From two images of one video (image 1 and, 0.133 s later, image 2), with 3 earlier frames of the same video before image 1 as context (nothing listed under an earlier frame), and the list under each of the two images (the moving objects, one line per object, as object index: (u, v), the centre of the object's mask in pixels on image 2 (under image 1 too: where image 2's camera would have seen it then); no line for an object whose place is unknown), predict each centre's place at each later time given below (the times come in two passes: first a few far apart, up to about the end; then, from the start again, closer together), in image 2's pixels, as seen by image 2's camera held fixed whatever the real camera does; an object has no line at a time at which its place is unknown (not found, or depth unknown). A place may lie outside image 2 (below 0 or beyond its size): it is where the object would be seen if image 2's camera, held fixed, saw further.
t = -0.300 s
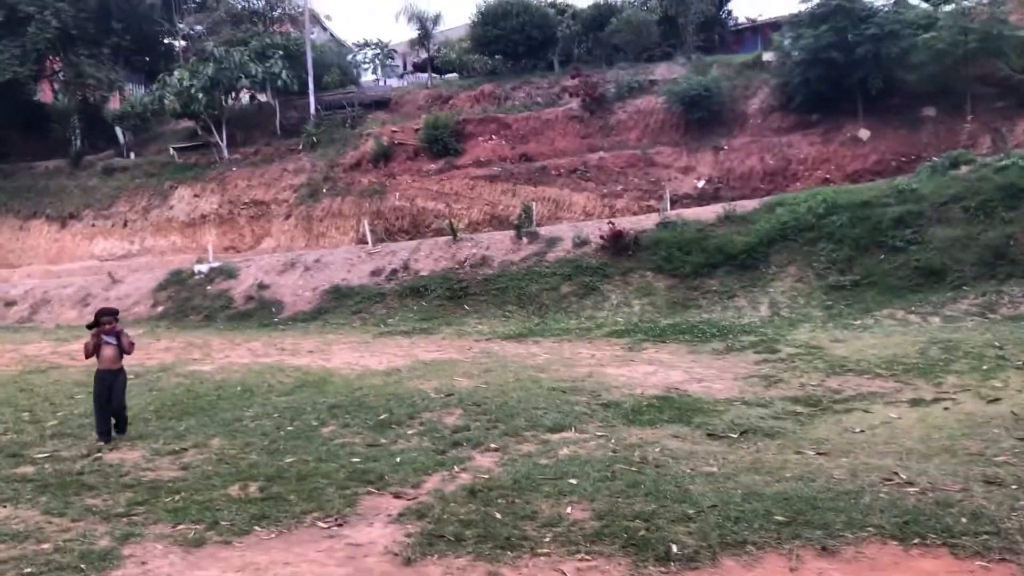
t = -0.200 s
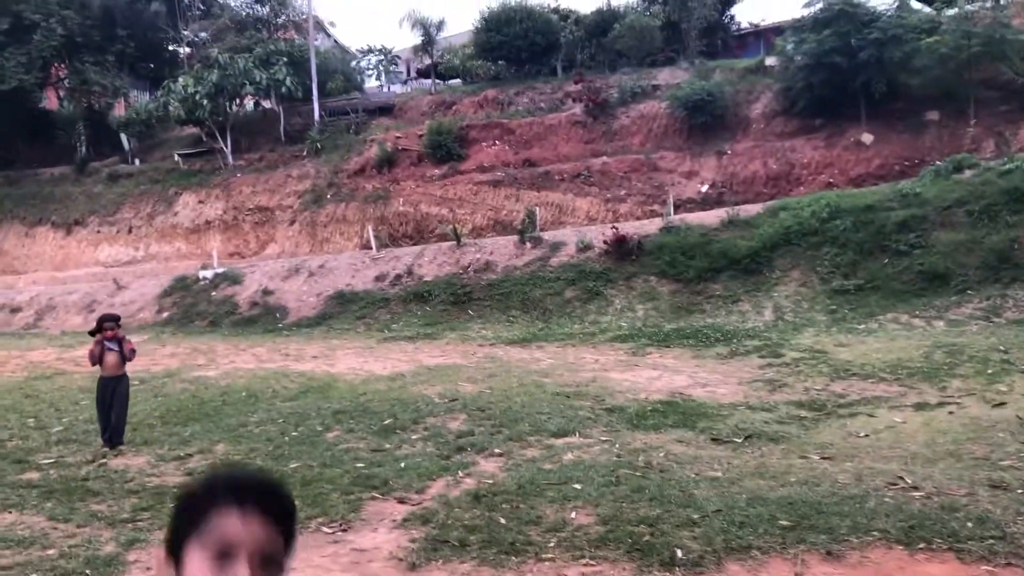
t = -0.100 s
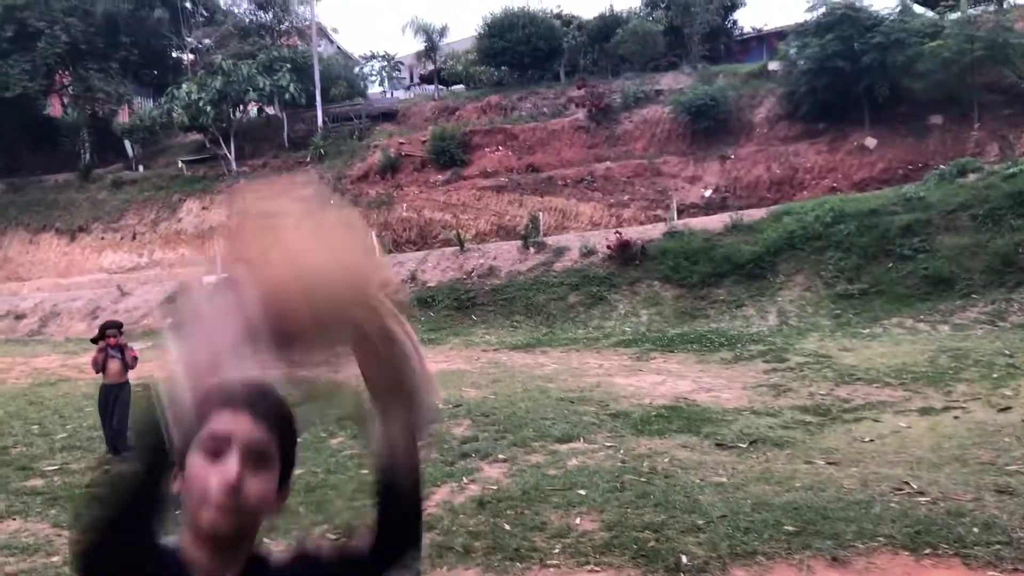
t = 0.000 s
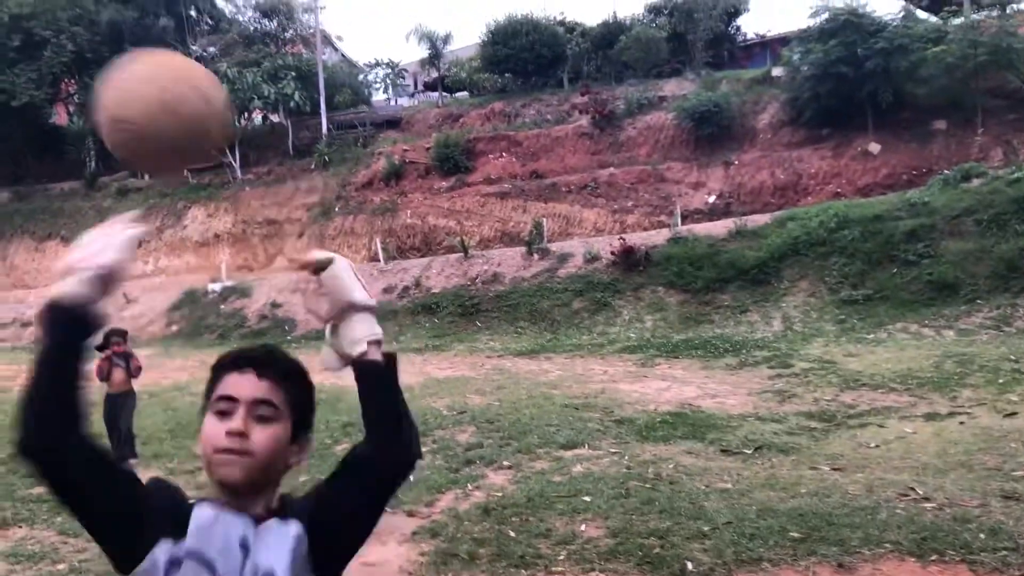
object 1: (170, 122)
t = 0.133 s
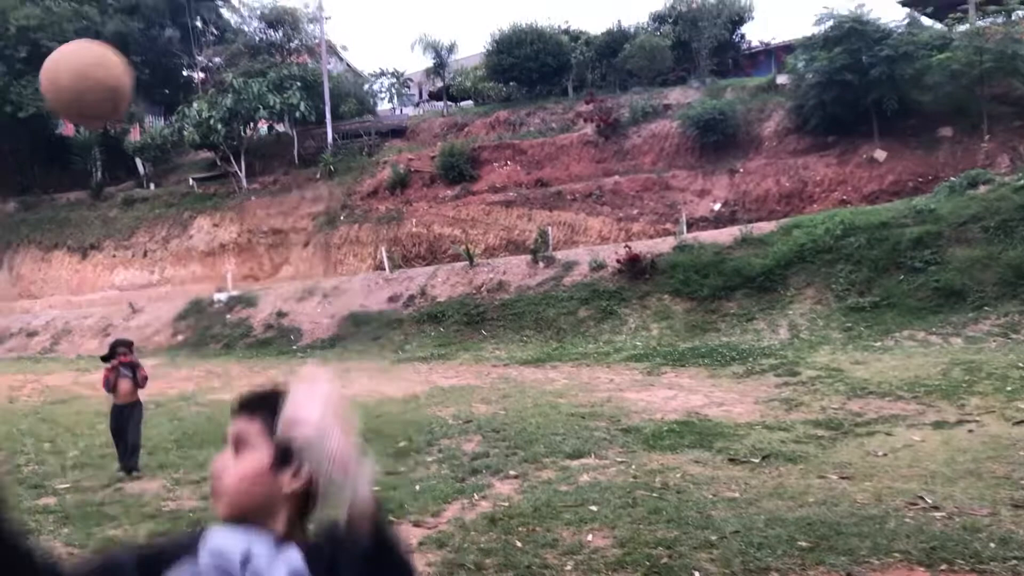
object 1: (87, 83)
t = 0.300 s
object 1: (40, 127)
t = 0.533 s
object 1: (11, 258)
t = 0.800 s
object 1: (-3, 438)
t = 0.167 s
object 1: (76, 86)
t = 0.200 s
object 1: (64, 92)
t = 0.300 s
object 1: (40, 127)
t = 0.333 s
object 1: (33, 140)
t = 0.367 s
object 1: (28, 159)
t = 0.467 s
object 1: (16, 215)
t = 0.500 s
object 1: (13, 235)
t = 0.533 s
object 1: (11, 258)
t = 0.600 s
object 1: (6, 300)
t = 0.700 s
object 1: (1, 369)
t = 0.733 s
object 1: (0, 392)
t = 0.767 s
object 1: (-2, 415)
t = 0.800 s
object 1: (-3, 438)
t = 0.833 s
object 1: (-3, 461)
